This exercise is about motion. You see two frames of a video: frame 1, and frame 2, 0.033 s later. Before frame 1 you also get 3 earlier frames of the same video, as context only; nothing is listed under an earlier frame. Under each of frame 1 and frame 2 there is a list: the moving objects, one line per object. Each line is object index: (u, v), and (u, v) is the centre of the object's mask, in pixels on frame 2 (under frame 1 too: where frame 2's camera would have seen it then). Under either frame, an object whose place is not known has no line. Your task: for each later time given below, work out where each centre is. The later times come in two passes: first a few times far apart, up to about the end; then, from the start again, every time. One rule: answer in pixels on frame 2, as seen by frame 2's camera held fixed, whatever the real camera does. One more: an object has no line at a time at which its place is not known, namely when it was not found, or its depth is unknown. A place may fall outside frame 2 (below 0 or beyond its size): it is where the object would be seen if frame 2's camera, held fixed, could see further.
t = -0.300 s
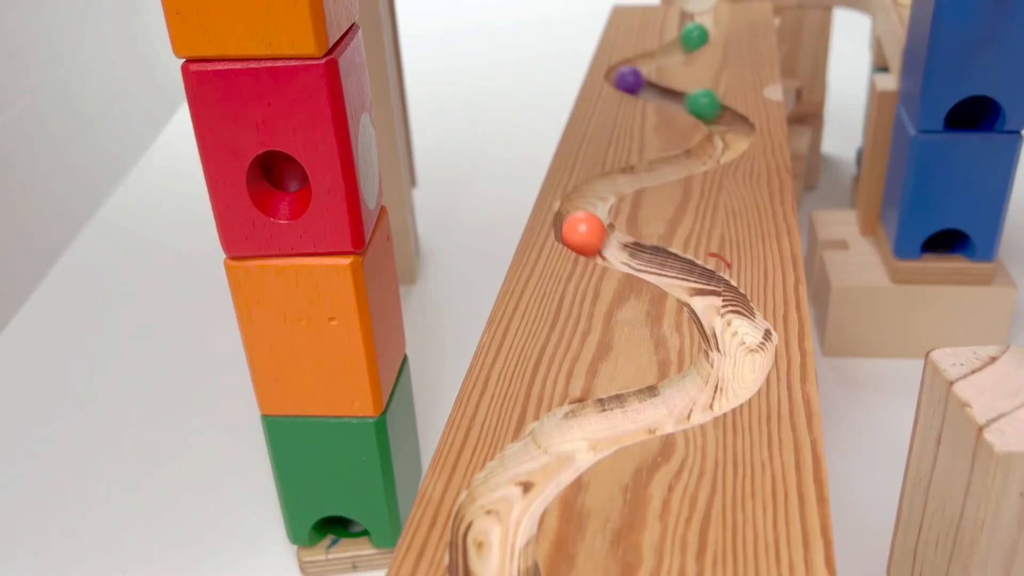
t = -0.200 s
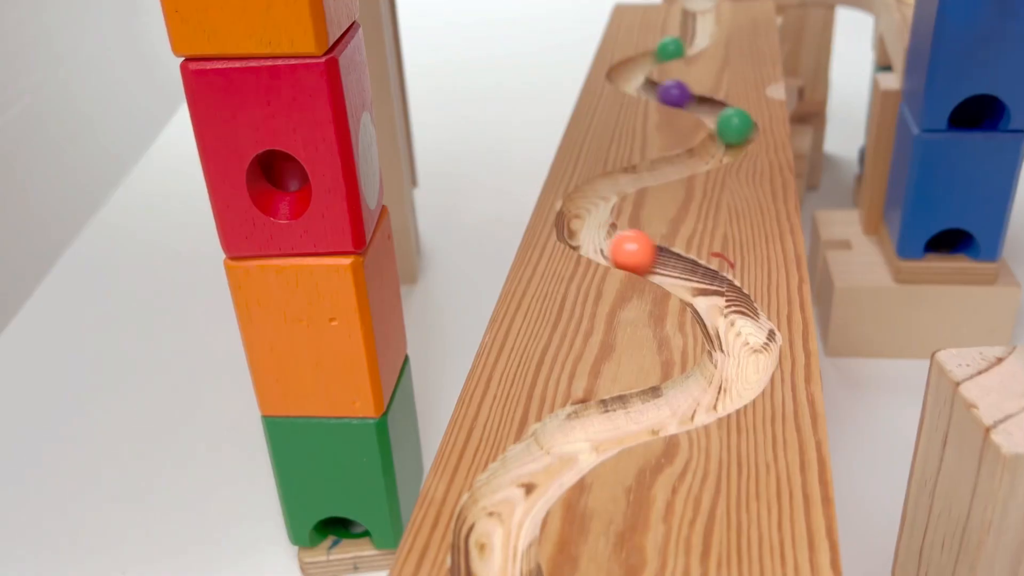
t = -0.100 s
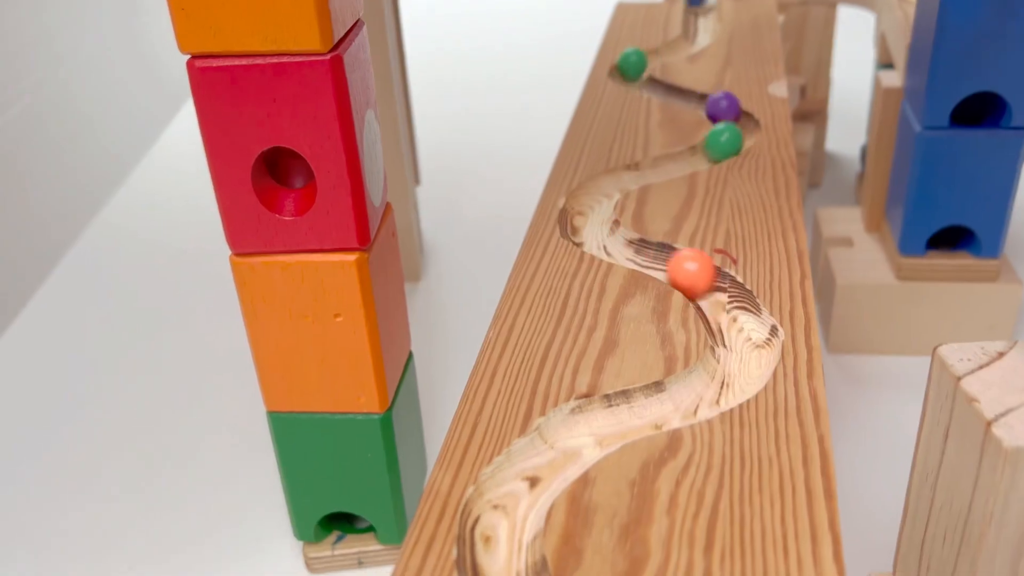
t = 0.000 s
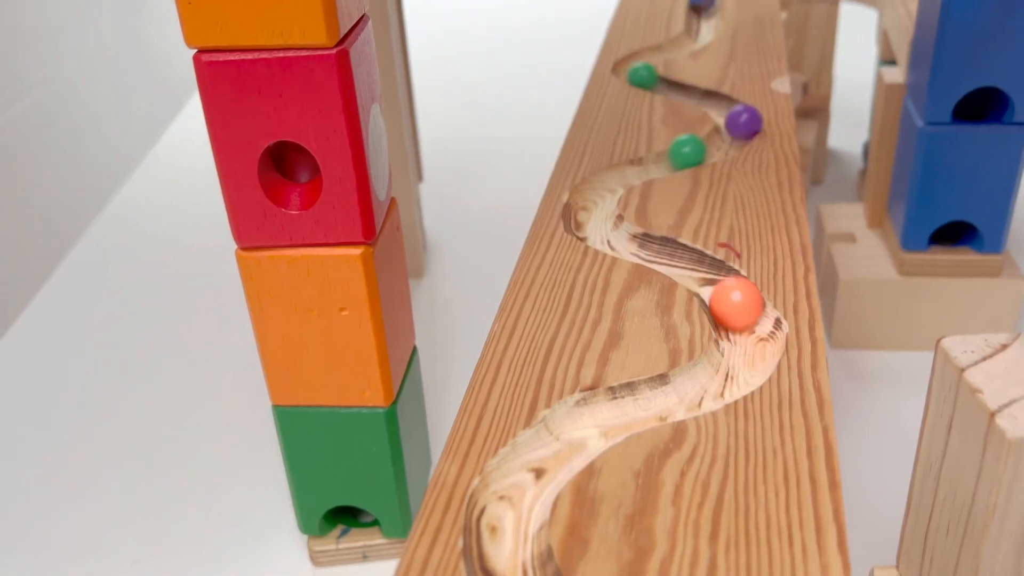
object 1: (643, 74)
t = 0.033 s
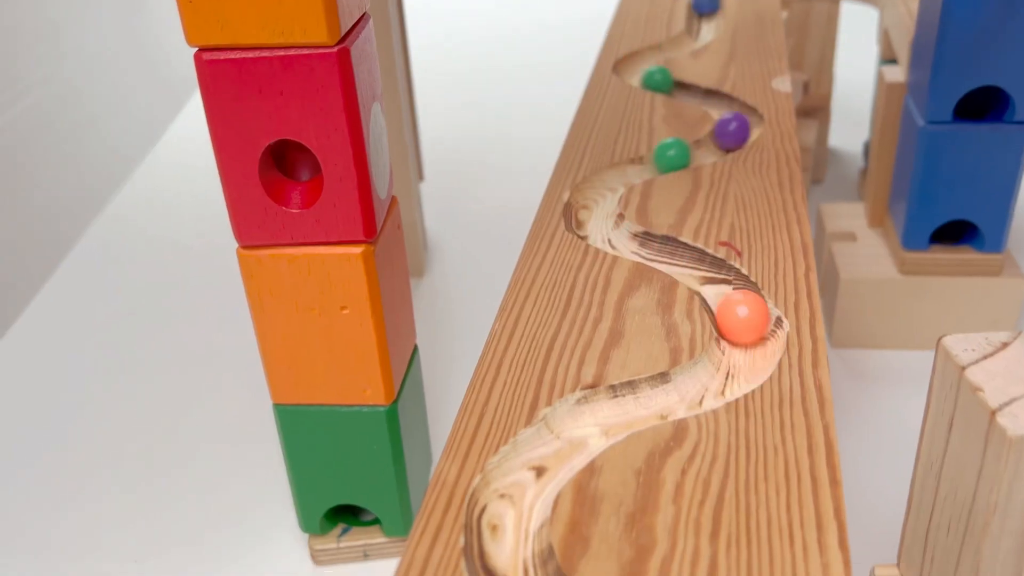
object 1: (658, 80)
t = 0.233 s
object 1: (736, 115)
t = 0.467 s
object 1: (683, 152)
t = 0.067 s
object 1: (672, 83)
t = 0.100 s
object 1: (688, 88)
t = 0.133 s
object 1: (706, 93)
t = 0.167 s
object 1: (722, 99)
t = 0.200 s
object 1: (730, 107)
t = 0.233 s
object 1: (736, 115)
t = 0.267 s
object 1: (744, 121)
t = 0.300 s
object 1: (736, 126)
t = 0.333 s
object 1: (734, 132)
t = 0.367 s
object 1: (725, 139)
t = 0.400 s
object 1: (714, 143)
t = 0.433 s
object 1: (700, 149)
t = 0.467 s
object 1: (683, 152)
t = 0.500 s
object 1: (666, 157)
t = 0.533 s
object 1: (651, 161)
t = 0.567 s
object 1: (634, 166)
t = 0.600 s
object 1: (616, 172)
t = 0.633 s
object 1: (607, 178)
